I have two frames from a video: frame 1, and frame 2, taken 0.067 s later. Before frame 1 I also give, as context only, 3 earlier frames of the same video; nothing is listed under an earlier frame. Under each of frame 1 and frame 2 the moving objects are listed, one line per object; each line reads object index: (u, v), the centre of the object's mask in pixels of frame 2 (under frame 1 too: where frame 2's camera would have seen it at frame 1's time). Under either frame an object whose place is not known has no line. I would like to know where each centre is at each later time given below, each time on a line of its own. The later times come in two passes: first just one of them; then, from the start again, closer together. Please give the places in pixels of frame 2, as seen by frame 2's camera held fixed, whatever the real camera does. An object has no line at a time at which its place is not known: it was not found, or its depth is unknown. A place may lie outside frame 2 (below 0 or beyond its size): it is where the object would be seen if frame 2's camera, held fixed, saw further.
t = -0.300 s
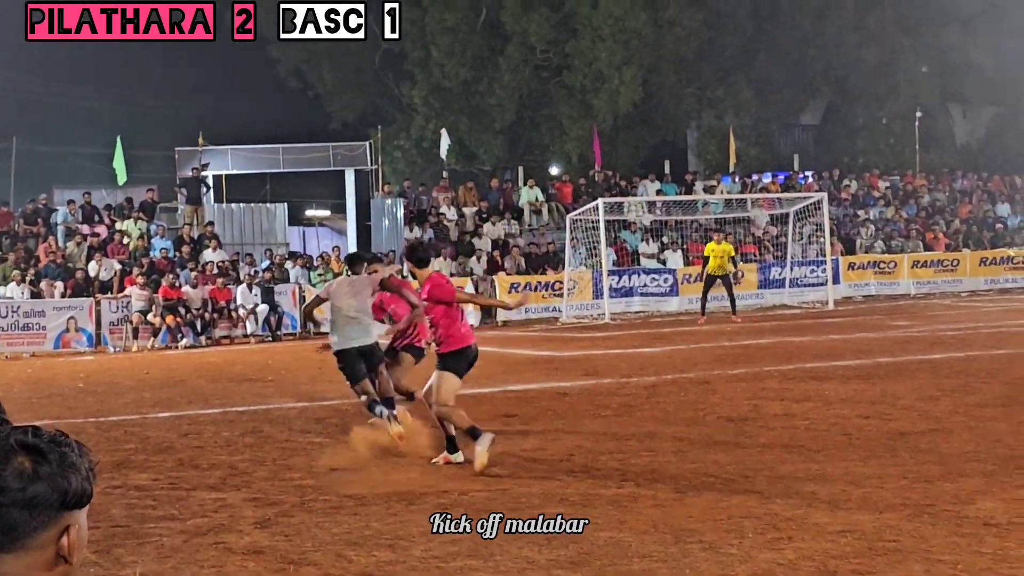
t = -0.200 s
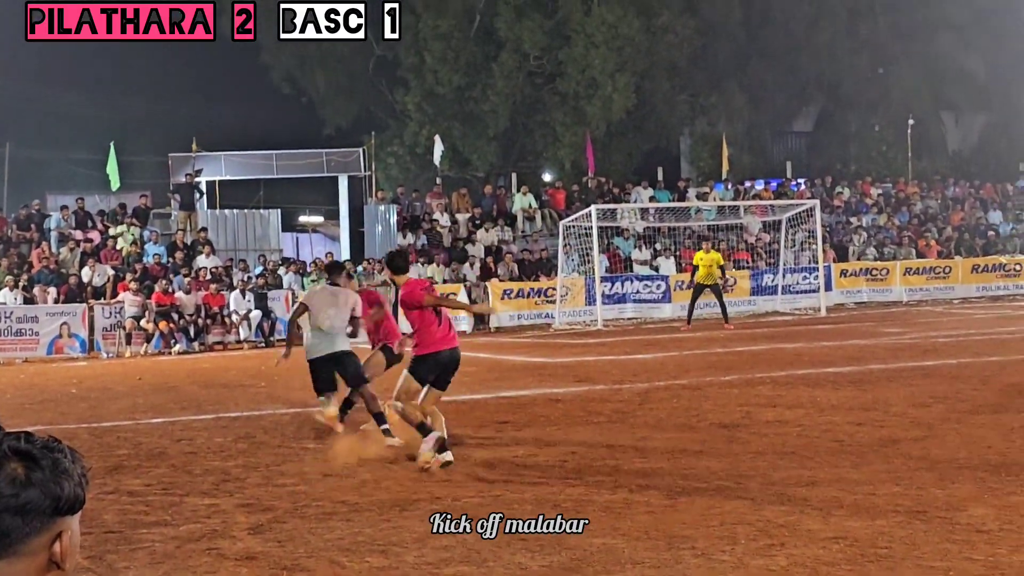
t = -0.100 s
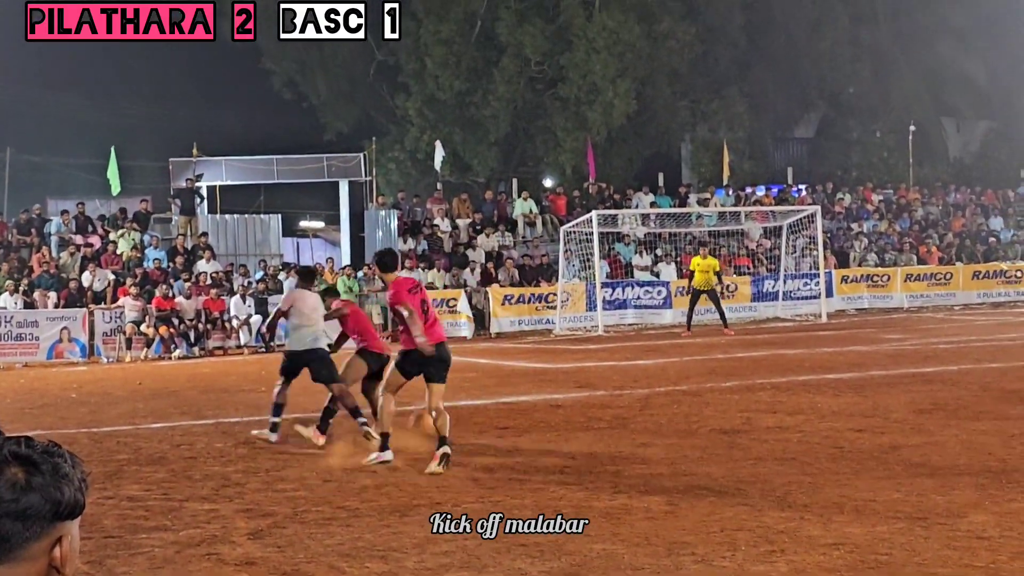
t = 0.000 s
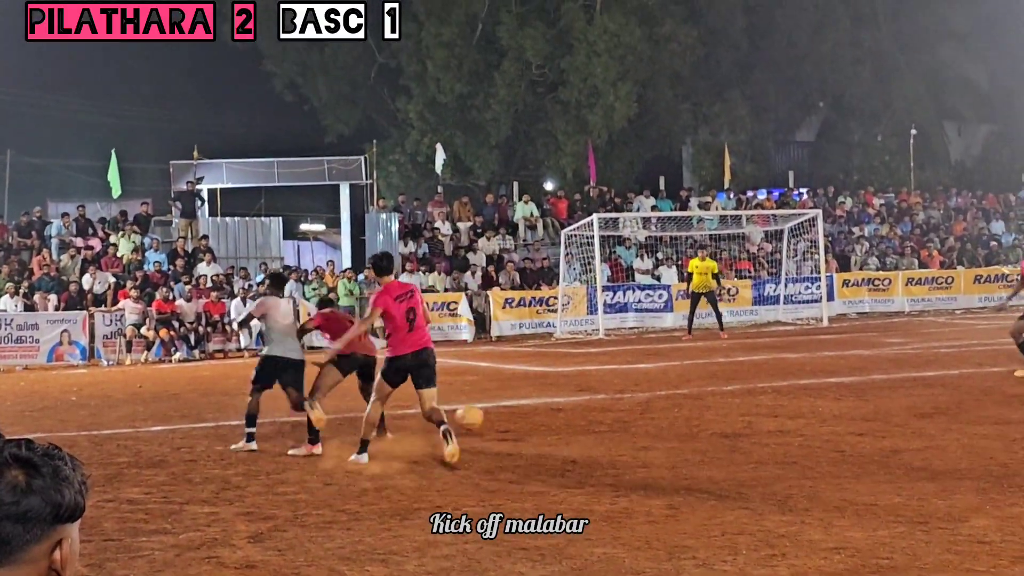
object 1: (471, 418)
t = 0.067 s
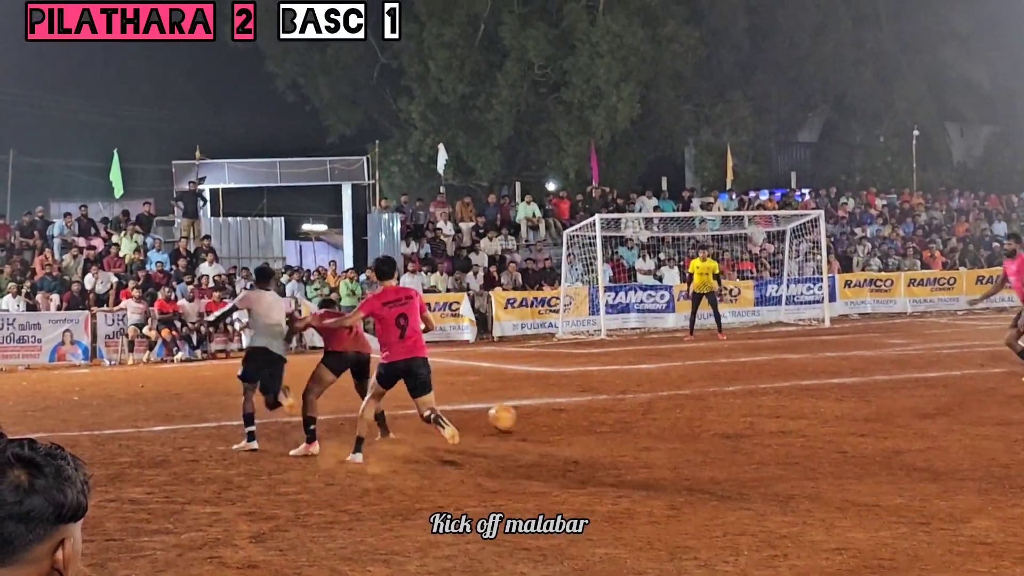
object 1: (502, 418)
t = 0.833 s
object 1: (796, 424)
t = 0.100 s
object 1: (518, 419)
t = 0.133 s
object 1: (534, 421)
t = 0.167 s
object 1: (550, 425)
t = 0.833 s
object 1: (796, 424)
